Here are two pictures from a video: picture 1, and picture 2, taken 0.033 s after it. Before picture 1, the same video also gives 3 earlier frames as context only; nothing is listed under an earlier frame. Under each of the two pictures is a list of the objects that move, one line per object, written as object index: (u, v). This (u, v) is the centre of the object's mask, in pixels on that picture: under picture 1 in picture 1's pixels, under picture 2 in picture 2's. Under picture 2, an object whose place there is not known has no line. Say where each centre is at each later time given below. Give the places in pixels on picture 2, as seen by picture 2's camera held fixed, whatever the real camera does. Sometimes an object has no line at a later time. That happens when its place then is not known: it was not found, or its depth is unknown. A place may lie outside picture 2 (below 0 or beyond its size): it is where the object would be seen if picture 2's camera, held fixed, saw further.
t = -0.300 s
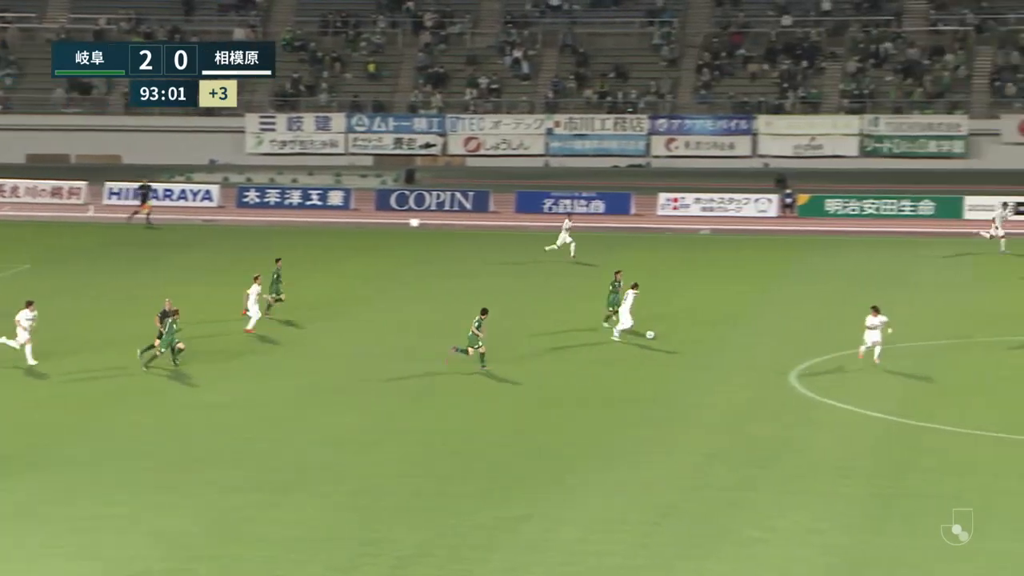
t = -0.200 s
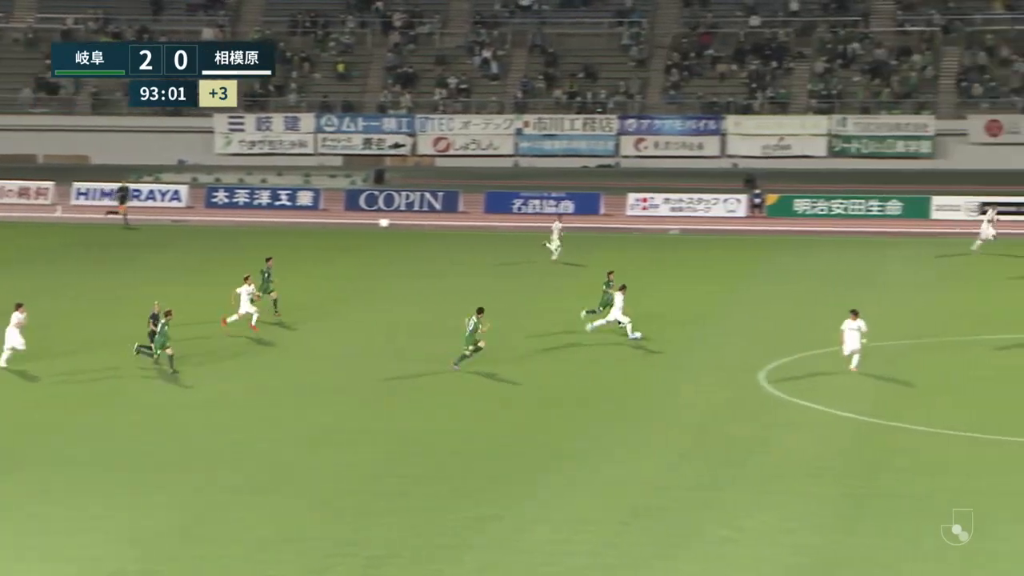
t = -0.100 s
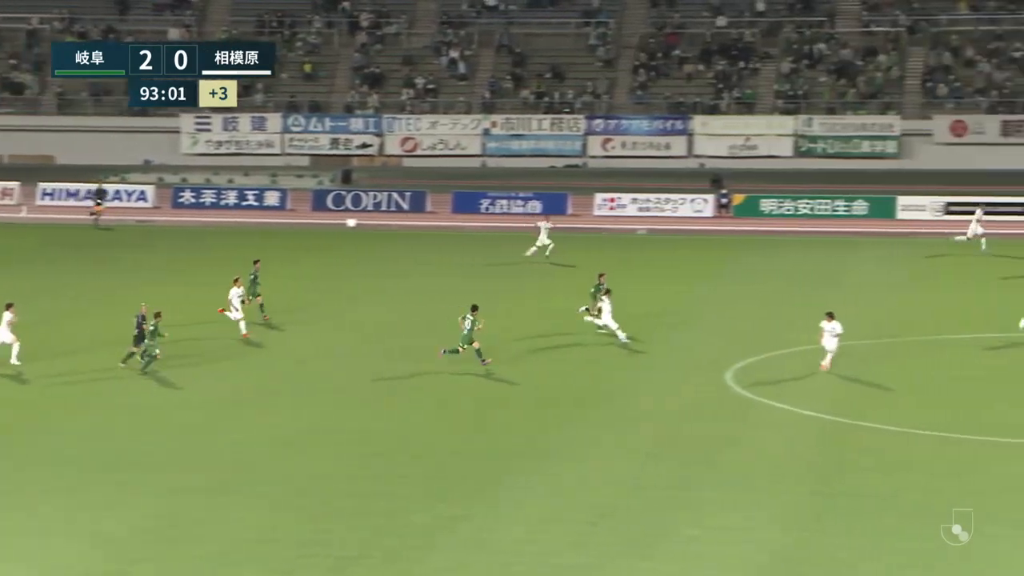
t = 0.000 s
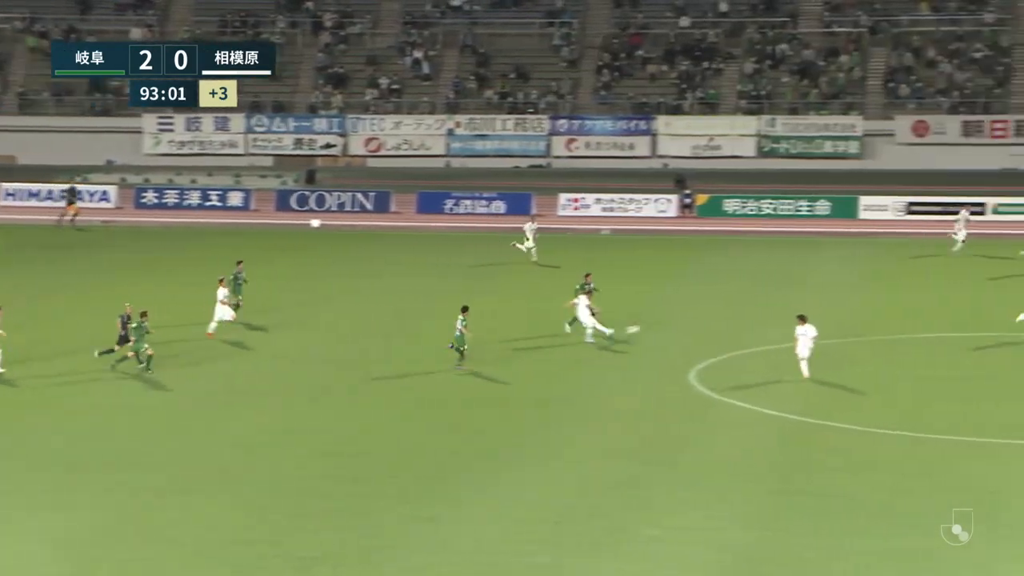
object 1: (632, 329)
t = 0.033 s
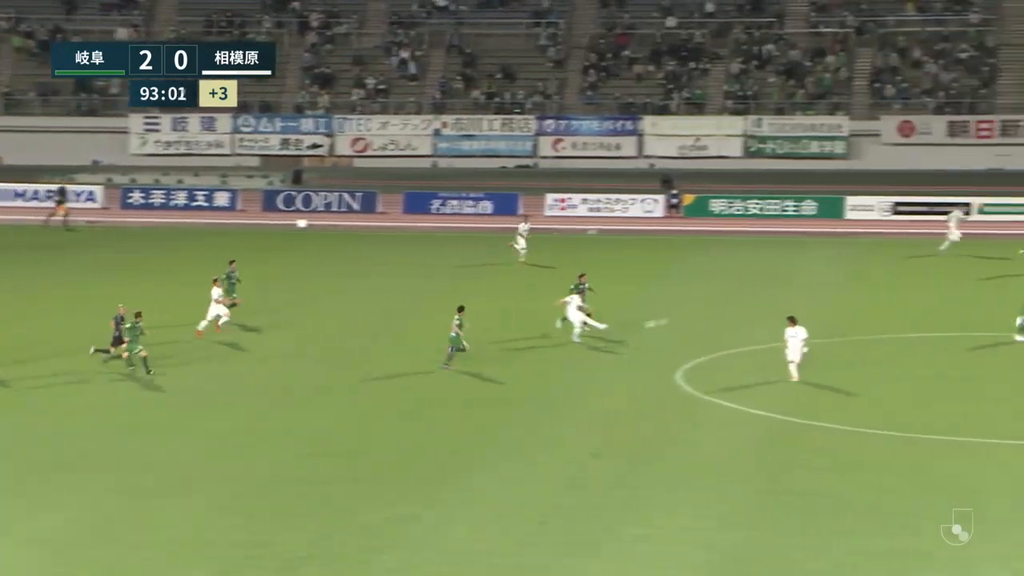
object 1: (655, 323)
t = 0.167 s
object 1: (796, 303)
